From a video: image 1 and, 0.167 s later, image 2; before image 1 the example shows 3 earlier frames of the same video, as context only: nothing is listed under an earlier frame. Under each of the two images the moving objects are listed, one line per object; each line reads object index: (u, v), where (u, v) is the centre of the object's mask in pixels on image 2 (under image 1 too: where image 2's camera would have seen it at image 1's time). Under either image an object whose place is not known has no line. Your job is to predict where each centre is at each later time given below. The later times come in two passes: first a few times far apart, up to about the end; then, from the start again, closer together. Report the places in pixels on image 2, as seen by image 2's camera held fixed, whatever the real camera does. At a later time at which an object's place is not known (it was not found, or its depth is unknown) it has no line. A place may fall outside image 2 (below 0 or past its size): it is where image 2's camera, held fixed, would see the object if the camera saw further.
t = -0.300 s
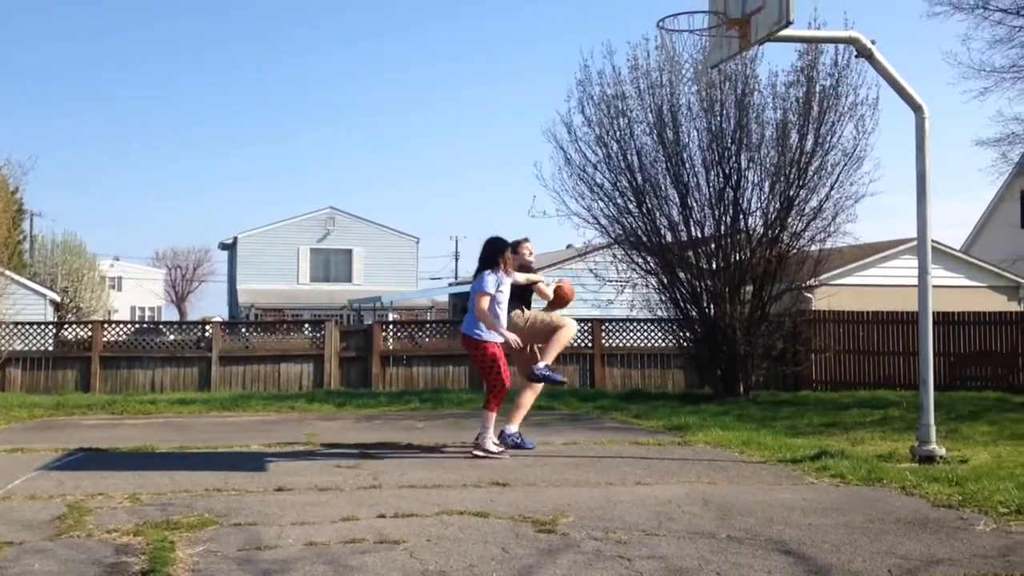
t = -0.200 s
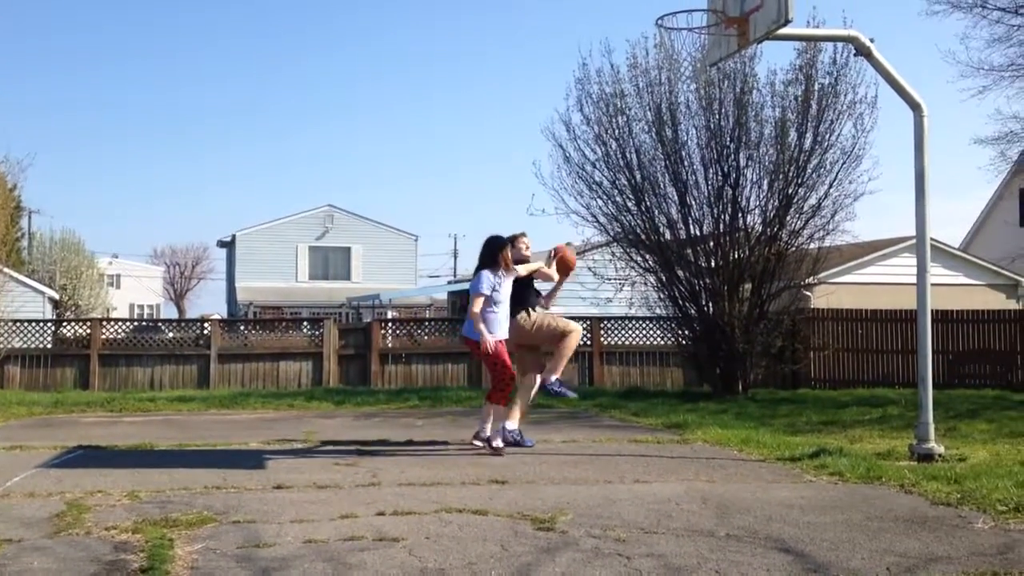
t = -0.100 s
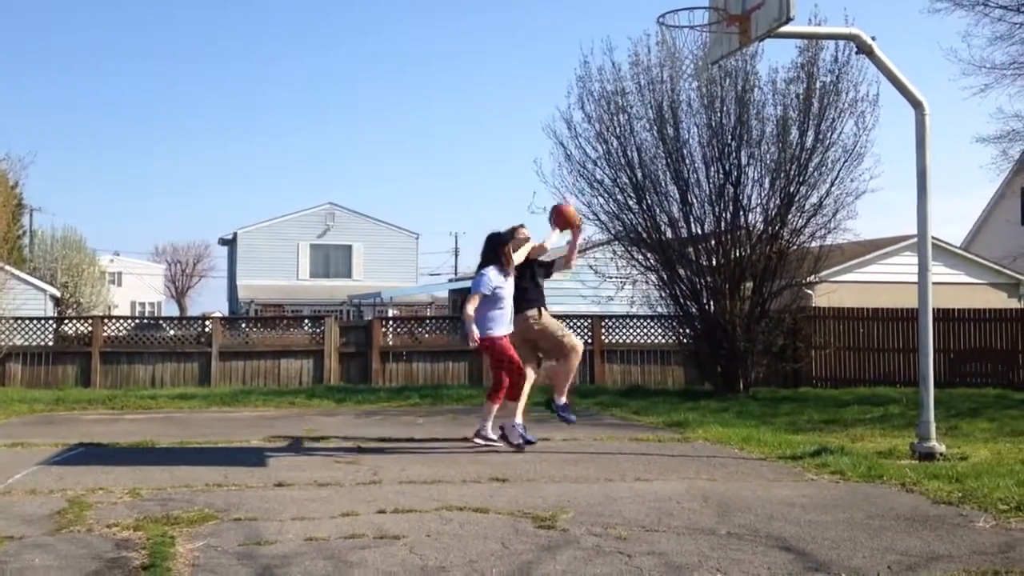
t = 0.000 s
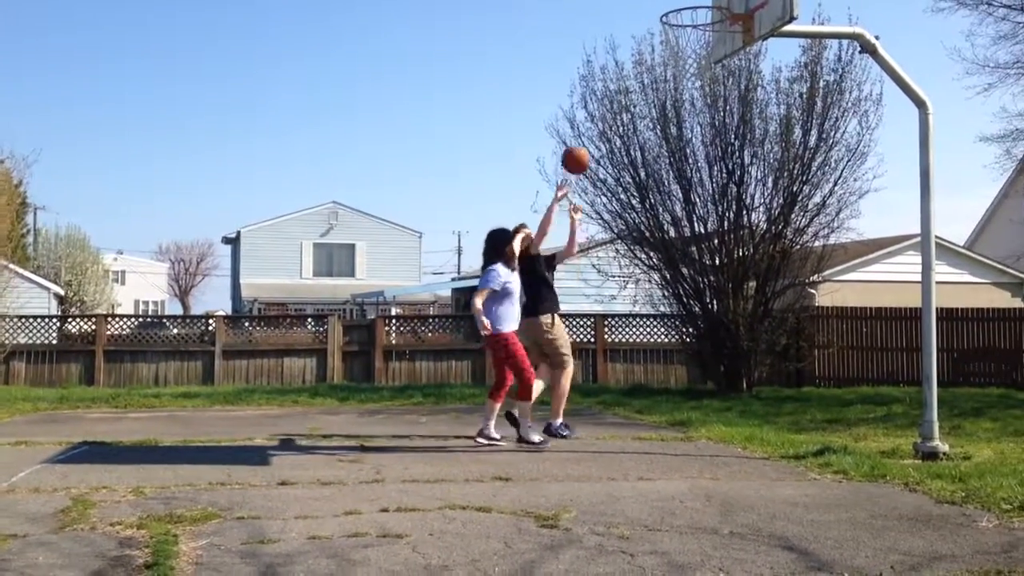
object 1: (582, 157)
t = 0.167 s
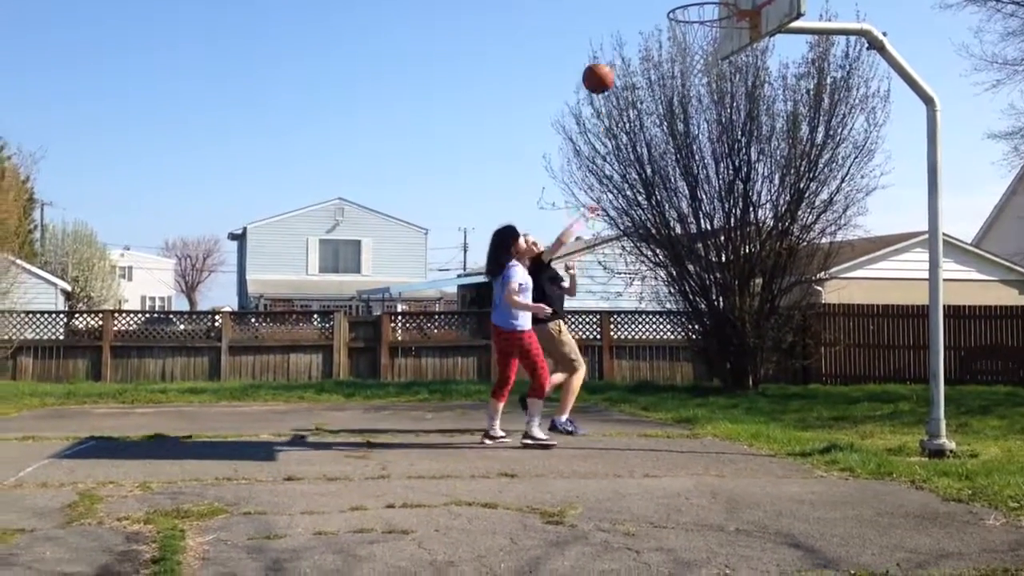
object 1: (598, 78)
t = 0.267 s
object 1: (607, 44)
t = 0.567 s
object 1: (641, 14)
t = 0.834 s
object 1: (681, 96)
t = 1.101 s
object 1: (718, 329)
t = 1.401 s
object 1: (757, 286)
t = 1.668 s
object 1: (785, 123)
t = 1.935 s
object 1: (817, 78)
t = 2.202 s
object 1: (854, 168)
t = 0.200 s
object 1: (600, 66)
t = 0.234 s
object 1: (604, 54)
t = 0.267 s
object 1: (607, 44)
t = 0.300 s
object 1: (610, 35)
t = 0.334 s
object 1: (614, 27)
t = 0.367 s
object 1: (618, 21)
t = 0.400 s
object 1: (621, 17)
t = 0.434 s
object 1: (625, 15)
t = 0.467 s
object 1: (629, 14)
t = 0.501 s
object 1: (632, 14)
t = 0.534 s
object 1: (637, 13)
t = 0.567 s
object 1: (641, 14)
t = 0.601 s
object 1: (646, 16)
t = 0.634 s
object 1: (650, 20)
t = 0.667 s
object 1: (655, 28)
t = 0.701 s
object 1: (660, 38)
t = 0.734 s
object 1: (666, 49)
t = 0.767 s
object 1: (671, 62)
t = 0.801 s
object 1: (675, 78)
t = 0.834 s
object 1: (681, 96)
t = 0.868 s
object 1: (684, 116)
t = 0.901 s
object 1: (687, 139)
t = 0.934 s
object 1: (691, 163)
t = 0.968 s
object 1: (697, 191)
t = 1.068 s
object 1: (712, 288)
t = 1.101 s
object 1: (718, 329)
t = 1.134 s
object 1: (723, 370)
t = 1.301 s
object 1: (746, 375)
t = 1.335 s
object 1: (750, 344)
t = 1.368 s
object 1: (751, 315)
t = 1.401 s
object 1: (757, 286)
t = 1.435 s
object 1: (760, 259)
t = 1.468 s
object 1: (763, 235)
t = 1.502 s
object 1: (766, 213)
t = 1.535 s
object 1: (771, 191)
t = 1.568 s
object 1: (774, 171)
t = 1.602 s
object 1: (778, 154)
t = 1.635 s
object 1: (781, 137)
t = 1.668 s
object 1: (785, 123)
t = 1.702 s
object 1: (788, 111)
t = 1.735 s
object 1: (791, 100)
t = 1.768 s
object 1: (796, 92)
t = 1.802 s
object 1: (800, 85)
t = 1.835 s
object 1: (804, 80)
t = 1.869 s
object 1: (808, 77)
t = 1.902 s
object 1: (813, 77)
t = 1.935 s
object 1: (817, 78)
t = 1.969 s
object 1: (822, 81)
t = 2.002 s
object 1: (826, 86)
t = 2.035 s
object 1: (830, 94)
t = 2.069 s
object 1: (836, 104)
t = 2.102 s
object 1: (839, 117)
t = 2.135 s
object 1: (844, 131)
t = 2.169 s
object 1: (849, 149)
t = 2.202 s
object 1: (854, 168)
